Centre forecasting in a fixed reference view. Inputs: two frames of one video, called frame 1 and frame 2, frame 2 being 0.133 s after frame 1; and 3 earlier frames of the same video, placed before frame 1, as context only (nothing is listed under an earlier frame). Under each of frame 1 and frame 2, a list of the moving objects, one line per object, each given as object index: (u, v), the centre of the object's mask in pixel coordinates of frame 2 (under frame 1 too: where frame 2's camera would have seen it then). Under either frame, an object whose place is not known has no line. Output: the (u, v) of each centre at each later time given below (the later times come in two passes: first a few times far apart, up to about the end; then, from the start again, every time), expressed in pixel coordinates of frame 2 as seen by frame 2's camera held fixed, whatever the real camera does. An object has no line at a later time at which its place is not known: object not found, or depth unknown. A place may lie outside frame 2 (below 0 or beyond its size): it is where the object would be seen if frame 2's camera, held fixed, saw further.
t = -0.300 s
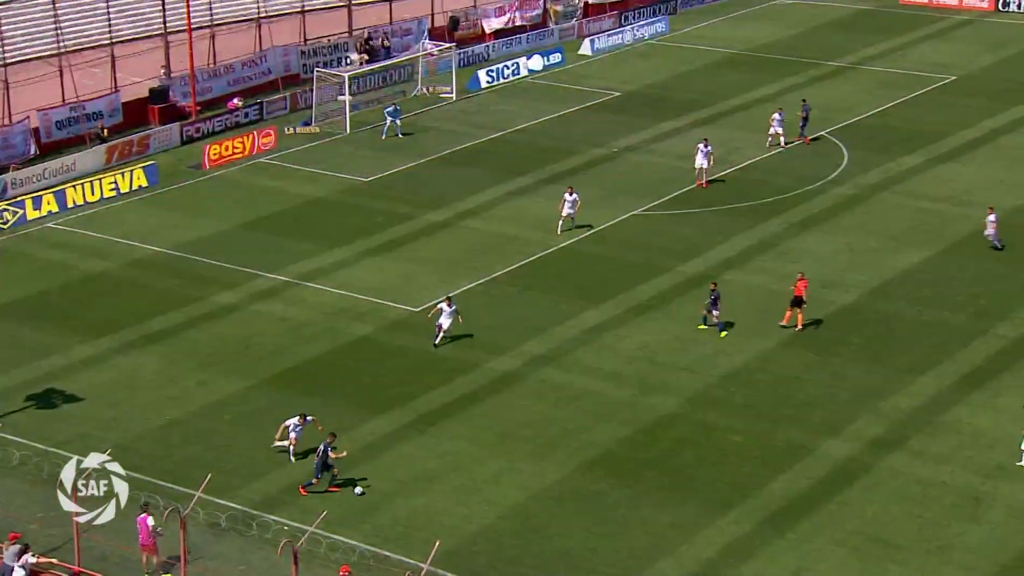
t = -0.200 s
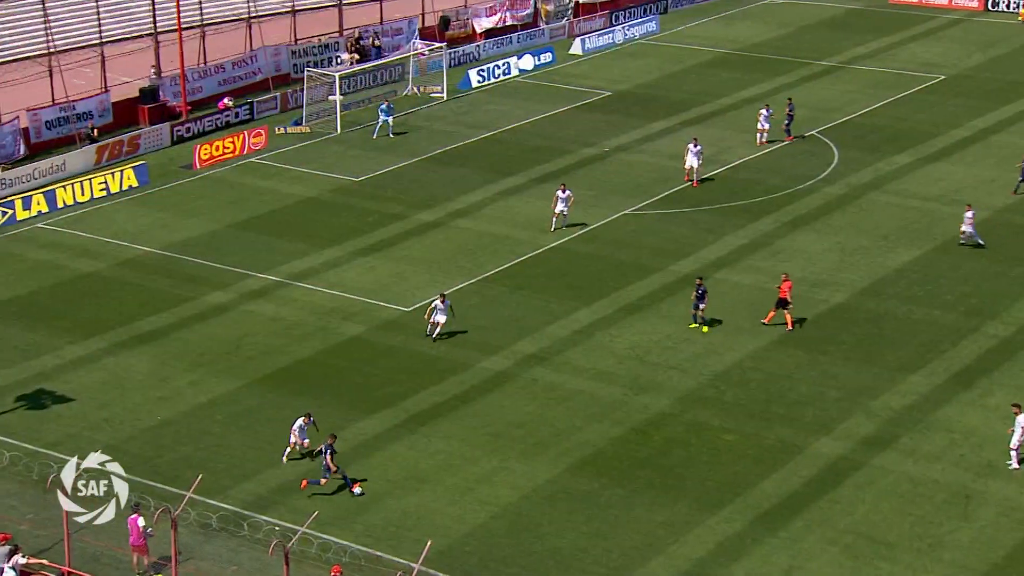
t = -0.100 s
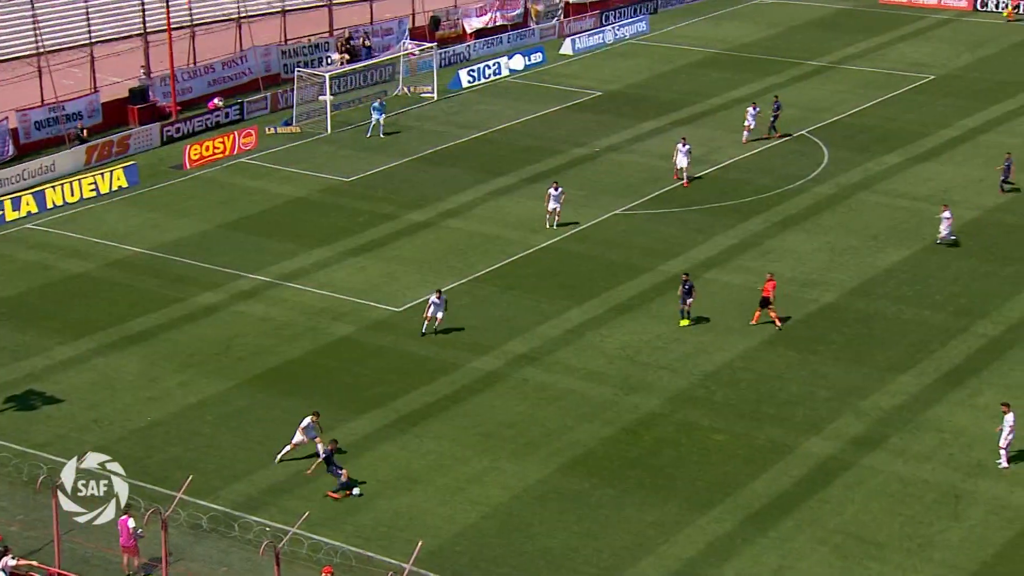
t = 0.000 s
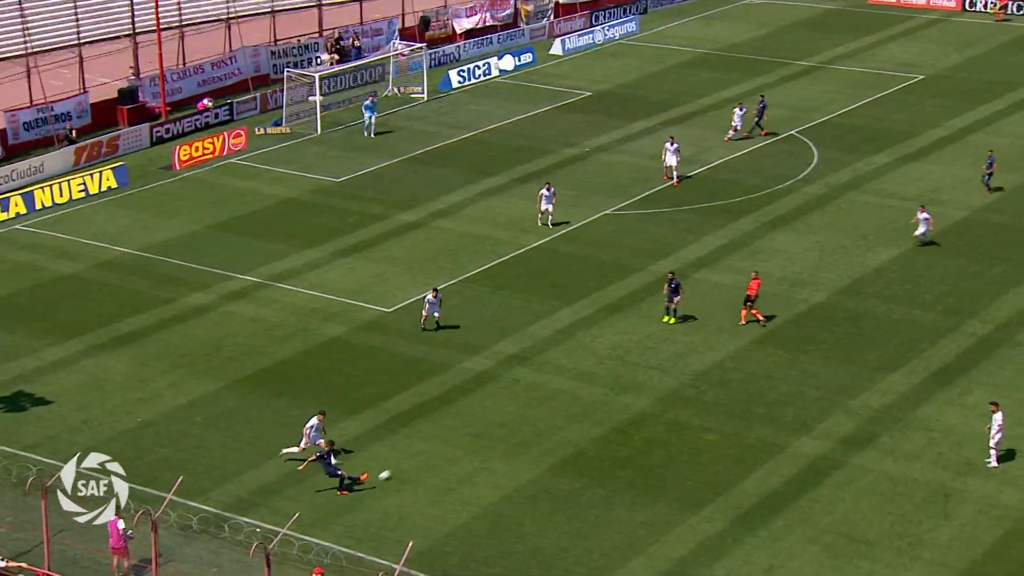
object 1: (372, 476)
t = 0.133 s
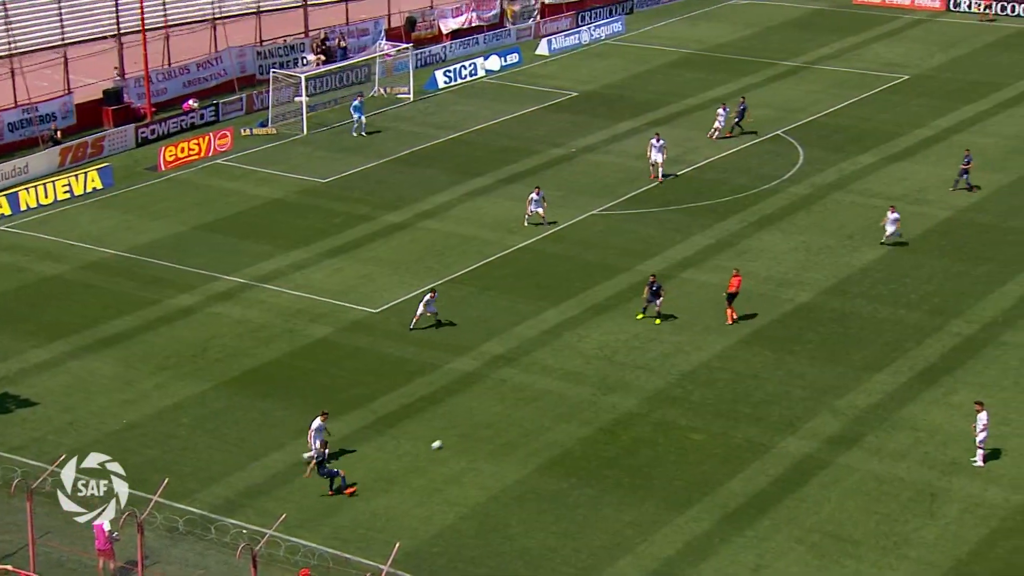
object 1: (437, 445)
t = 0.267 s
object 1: (489, 417)
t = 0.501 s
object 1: (560, 380)
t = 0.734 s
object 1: (613, 350)
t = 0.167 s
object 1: (451, 437)
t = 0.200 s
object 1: (464, 430)
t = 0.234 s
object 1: (477, 423)
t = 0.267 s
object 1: (489, 417)
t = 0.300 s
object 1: (500, 412)
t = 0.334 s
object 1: (512, 406)
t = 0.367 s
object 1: (522, 400)
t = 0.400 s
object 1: (533, 395)
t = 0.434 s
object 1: (542, 390)
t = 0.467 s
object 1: (552, 385)
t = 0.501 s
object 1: (560, 380)
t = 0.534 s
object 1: (569, 375)
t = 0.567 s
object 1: (577, 371)
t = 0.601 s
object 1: (585, 366)
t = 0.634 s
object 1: (592, 362)
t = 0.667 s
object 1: (599, 358)
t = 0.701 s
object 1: (606, 354)
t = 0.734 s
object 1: (613, 350)
